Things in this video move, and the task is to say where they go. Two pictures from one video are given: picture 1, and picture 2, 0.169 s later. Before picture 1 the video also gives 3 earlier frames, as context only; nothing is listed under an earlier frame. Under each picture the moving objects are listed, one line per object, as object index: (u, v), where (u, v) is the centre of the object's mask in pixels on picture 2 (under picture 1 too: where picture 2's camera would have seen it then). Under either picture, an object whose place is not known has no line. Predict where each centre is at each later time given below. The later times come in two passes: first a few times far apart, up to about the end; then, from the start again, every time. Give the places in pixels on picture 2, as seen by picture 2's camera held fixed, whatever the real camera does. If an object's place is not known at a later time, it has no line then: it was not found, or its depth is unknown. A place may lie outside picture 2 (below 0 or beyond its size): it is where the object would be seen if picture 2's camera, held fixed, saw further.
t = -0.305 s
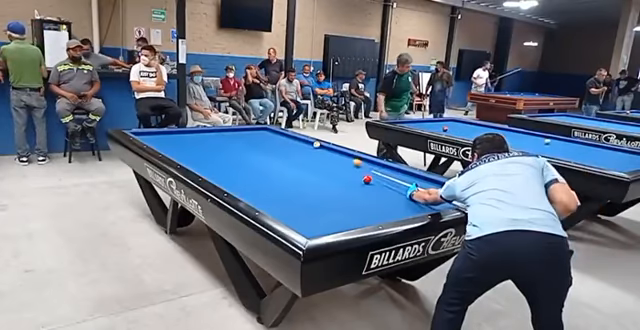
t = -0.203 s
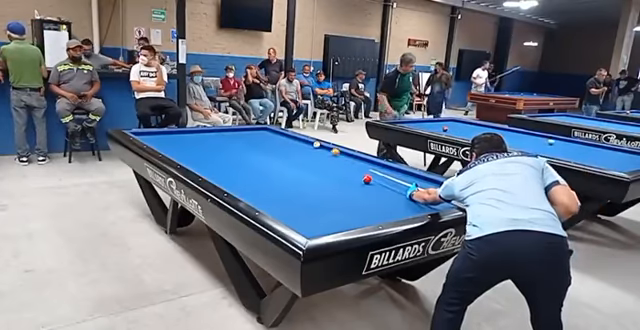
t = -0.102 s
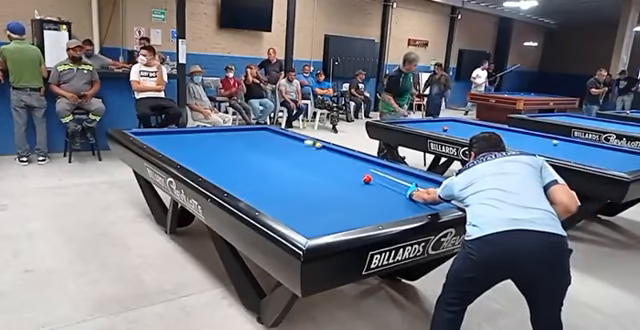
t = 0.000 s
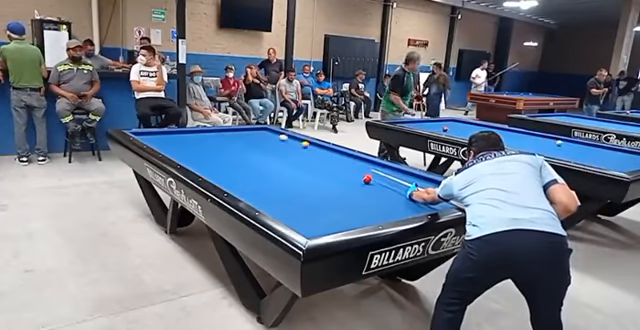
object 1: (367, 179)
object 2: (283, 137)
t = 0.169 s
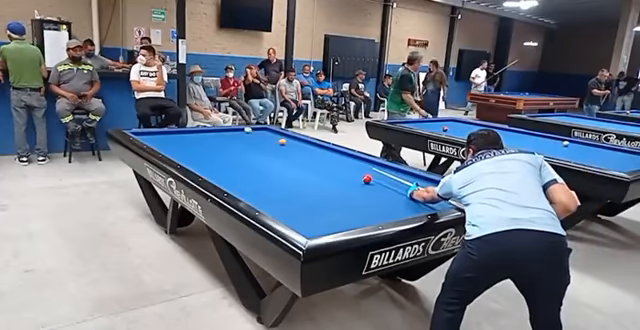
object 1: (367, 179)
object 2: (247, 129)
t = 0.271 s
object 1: (367, 179)
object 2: (245, 131)
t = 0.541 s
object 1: (367, 179)
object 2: (263, 139)
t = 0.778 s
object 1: (367, 179)
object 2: (277, 147)
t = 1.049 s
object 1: (367, 179)
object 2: (296, 158)
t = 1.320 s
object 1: (367, 179)
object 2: (319, 170)
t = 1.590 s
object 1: (367, 179)
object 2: (346, 186)
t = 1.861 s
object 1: (367, 179)
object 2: (381, 204)
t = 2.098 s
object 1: (367, 179)
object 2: (384, 209)
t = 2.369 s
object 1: (367, 179)
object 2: (353, 197)
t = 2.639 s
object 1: (367, 179)
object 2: (328, 188)
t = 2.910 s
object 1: (367, 179)
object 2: (306, 181)
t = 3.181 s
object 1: (367, 179)
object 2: (286, 174)
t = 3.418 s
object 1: (367, 179)
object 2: (271, 168)
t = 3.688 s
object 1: (376, 177)
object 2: (254, 162)
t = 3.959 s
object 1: (386, 178)
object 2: (240, 157)
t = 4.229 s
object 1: (396, 177)
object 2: (226, 153)
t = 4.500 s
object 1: (405, 176)
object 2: (214, 148)
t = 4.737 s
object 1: (413, 176)
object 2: (204, 145)
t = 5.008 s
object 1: (417, 176)
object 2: (194, 141)
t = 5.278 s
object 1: (414, 176)
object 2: (184, 138)
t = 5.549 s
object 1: (411, 177)
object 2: (175, 134)
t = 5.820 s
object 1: (408, 178)
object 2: (166, 131)
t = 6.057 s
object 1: (406, 178)
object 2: (168, 132)
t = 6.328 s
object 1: (402, 178)
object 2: (170, 135)
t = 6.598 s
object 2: (172, 136)
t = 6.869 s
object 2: (175, 138)
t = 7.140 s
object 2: (177, 139)
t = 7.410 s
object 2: (179, 141)
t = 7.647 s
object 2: (181, 143)
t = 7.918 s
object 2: (184, 145)
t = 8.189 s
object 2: (186, 146)
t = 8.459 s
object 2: (188, 148)
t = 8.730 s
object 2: (190, 150)
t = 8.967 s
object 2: (192, 151)
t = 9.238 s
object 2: (194, 153)
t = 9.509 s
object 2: (195, 154)
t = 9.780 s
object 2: (197, 155)
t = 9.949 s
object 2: (197, 156)
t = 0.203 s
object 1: (367, 179)
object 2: (242, 128)
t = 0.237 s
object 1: (367, 179)
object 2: (243, 129)
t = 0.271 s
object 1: (367, 179)
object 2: (245, 131)
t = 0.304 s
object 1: (367, 179)
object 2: (247, 132)
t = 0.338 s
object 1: (367, 179)
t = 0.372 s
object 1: (367, 179)
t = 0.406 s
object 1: (367, 179)
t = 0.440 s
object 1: (367, 179)
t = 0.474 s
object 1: (367, 179)
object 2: (259, 137)
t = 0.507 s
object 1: (367, 179)
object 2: (261, 139)
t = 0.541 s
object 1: (367, 179)
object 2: (263, 139)
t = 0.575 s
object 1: (367, 179)
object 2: (265, 140)
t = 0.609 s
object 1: (367, 179)
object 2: (267, 141)
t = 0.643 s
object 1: (367, 179)
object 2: (268, 143)
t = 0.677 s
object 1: (367, 179)
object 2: (270, 144)
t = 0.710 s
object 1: (367, 179)
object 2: (273, 145)
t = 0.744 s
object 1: (367, 179)
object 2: (275, 146)
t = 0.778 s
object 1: (367, 179)
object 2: (277, 147)
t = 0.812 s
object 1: (367, 179)
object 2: (279, 148)
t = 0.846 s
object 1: (367, 179)
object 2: (281, 150)
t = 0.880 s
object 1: (367, 179)
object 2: (284, 151)
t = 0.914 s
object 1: (367, 179)
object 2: (286, 152)
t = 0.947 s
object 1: (367, 179)
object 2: (288, 153)
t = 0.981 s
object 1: (367, 179)
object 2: (291, 155)
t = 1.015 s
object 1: (367, 179)
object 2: (293, 156)
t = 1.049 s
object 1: (367, 179)
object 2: (296, 158)
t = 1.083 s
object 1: (367, 179)
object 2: (299, 159)
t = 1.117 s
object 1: (367, 179)
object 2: (301, 161)
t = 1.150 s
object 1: (367, 179)
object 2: (304, 162)
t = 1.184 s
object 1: (367, 179)
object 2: (307, 164)
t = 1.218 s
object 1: (367, 179)
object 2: (310, 165)
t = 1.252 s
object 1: (367, 179)
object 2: (313, 167)
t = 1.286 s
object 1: (367, 179)
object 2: (316, 169)
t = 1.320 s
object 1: (367, 179)
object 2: (319, 170)
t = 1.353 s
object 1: (367, 179)
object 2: (321, 172)
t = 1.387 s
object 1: (367, 179)
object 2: (325, 174)
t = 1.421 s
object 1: (367, 179)
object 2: (329, 176)
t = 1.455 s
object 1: (367, 179)
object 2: (332, 178)
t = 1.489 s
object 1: (367, 179)
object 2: (335, 180)
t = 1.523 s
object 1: (367, 179)
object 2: (338, 182)
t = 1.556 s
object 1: (367, 179)
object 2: (343, 184)
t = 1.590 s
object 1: (367, 179)
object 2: (346, 186)
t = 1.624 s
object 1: (367, 179)
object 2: (350, 187)
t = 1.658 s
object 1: (367, 178)
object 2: (355, 190)
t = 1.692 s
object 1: (367, 178)
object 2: (358, 192)
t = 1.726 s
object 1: (367, 179)
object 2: (362, 195)
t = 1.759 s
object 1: (367, 179)
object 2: (367, 197)
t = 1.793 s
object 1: (367, 179)
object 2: (371, 199)
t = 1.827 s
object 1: (367, 179)
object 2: (376, 202)
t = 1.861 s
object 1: (367, 179)
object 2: (381, 204)
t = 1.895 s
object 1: (367, 179)
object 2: (386, 207)
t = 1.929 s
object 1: (367, 179)
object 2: (391, 210)
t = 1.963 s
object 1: (367, 179)
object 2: (396, 211)
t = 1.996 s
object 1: (367, 179)
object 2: (400, 213)
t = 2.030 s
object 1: (367, 179)
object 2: (395, 212)
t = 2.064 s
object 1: (367, 179)
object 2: (389, 210)
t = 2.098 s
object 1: (367, 179)
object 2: (384, 209)
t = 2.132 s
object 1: (367, 179)
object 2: (379, 207)
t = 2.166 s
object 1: (367, 179)
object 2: (375, 205)
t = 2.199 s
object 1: (367, 179)
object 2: (371, 204)
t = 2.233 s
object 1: (367, 179)
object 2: (367, 202)
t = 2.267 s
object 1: (367, 179)
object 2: (363, 201)
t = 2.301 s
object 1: (367, 179)
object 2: (360, 200)
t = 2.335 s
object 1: (367, 179)
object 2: (357, 198)
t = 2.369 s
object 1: (367, 179)
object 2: (353, 197)
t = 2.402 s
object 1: (367, 179)
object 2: (350, 196)
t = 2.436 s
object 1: (367, 179)
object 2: (346, 195)
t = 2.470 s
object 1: (367, 179)
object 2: (343, 194)
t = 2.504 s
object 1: (367, 179)
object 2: (341, 193)
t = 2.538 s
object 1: (367, 179)
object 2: (337, 192)
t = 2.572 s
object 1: (367, 179)
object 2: (334, 191)
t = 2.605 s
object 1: (367, 179)
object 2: (331, 190)
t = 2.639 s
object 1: (367, 179)
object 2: (328, 188)
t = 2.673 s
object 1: (367, 179)
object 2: (325, 187)
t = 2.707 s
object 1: (367, 179)
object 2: (323, 186)
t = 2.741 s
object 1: (367, 179)
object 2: (320, 185)
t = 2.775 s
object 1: (367, 179)
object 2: (317, 185)
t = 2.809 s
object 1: (367, 179)
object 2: (314, 184)
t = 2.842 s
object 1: (367, 179)
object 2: (311, 183)
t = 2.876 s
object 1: (367, 179)
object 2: (309, 182)
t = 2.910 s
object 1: (367, 179)
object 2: (306, 181)
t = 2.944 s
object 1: (367, 179)
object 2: (303, 180)
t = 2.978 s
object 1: (367, 179)
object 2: (301, 180)
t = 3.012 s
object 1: (367, 179)
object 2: (298, 178)
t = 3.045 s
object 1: (367, 179)
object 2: (296, 177)
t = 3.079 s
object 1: (367, 179)
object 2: (294, 176)
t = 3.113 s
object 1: (367, 179)
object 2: (291, 176)
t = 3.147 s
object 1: (367, 179)
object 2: (289, 175)
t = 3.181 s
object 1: (367, 179)
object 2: (286, 174)
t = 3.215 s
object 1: (367, 179)
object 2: (285, 173)
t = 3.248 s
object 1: (367, 179)
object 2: (282, 172)
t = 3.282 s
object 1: (367, 179)
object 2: (279, 171)
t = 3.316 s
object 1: (367, 179)
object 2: (277, 171)
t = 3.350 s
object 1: (367, 179)
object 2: (275, 170)
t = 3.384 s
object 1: (367, 179)
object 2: (273, 169)
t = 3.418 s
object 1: (367, 179)
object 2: (271, 168)
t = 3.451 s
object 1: (367, 179)
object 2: (268, 167)
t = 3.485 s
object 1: (367, 179)
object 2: (266, 167)
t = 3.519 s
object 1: (368, 179)
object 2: (265, 166)
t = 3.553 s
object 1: (370, 179)
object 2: (262, 166)
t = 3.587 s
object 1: (371, 178)
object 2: (260, 165)
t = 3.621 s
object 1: (373, 178)
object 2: (258, 164)
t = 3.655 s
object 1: (374, 178)
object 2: (256, 164)
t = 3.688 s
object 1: (376, 177)
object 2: (254, 162)
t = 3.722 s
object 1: (377, 177)
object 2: (253, 162)
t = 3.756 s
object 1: (379, 178)
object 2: (251, 161)
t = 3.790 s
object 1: (380, 178)
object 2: (249, 161)
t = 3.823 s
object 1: (381, 178)
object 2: (247, 160)
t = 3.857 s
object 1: (382, 178)
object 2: (245, 159)
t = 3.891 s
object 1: (383, 178)
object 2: (243, 158)
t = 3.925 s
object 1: (385, 179)
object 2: (241, 158)
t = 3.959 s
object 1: (386, 178)
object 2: (240, 157)
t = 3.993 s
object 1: (387, 178)
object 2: (238, 157)
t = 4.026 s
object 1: (388, 178)
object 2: (236, 156)
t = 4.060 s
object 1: (390, 178)
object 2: (234, 155)
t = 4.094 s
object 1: (391, 177)
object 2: (233, 155)
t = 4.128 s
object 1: (392, 177)
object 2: (231, 154)
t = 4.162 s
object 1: (393, 177)
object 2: (229, 154)
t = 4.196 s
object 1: (394, 177)
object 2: (228, 153)
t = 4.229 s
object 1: (396, 177)
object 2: (226, 153)
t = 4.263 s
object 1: (396, 177)
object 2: (224, 152)
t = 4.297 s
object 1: (398, 177)
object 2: (223, 151)
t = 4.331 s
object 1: (399, 177)
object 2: (221, 151)
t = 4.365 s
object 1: (400, 177)
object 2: (220, 151)
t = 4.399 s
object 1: (402, 177)
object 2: (218, 150)
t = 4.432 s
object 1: (403, 177)
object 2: (217, 149)
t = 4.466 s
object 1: (404, 177)
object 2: (215, 149)
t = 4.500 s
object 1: (405, 176)
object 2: (214, 148)
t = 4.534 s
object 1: (406, 176)
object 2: (212, 148)
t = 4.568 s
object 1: (407, 176)
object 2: (211, 147)
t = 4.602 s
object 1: (408, 176)
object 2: (210, 147)
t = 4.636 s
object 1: (409, 176)
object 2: (208, 146)
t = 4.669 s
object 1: (411, 176)
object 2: (207, 145)
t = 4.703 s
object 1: (411, 176)
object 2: (205, 145)
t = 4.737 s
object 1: (413, 176)
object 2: (204, 145)
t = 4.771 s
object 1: (414, 176)
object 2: (202, 144)
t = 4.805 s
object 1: (415, 176)
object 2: (201, 144)
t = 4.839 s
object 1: (416, 176)
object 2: (200, 143)
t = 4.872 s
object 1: (417, 175)
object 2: (199, 143)
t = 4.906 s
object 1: (417, 176)
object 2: (197, 142)
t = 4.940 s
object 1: (417, 176)
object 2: (196, 142)
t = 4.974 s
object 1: (417, 176)
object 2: (195, 141)
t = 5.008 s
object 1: (417, 176)
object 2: (194, 141)
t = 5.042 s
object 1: (417, 176)
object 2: (192, 141)
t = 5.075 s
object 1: (417, 176)
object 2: (191, 140)
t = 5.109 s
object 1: (416, 176)
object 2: (190, 140)
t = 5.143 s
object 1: (416, 176)
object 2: (189, 139)
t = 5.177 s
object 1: (415, 176)
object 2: (188, 139)
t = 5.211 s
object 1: (415, 176)
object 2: (186, 139)
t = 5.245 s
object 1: (415, 176)
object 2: (185, 138)
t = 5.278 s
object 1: (414, 176)
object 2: (184, 138)
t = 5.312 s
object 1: (414, 176)
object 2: (183, 137)
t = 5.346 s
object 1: (414, 176)
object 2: (181, 137)
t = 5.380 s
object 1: (413, 177)
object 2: (180, 137)
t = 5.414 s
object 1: (412, 177)
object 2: (179, 136)
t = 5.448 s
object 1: (412, 177)
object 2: (178, 136)
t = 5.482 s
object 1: (412, 177)
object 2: (177, 136)
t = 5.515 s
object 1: (411, 177)
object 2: (176, 135)
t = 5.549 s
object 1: (411, 177)
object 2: (175, 134)
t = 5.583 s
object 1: (410, 177)
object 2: (174, 134)
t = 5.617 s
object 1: (410, 177)
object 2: (173, 134)
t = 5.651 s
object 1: (410, 177)
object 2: (172, 133)
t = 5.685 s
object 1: (409, 178)
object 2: (170, 133)
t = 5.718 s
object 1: (409, 178)
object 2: (169, 133)
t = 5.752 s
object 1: (409, 177)
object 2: (168, 132)
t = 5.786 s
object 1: (408, 178)
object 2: (167, 132)
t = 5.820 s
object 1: (408, 178)
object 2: (166, 131)
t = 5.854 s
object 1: (408, 178)
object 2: (166, 131)
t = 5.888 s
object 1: (407, 178)
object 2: (166, 131)
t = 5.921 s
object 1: (407, 178)
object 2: (166, 132)
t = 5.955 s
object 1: (407, 178)
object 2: (167, 132)
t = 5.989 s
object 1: (406, 178)
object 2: (167, 132)
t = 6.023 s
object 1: (406, 178)
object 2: (167, 132)
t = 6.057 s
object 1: (406, 178)
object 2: (168, 132)
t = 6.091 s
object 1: (405, 178)
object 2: (168, 133)
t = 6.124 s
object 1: (405, 178)
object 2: (168, 133)
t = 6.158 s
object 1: (404, 178)
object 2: (168, 133)
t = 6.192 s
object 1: (404, 178)
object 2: (169, 133)
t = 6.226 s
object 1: (403, 177)
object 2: (169, 133)
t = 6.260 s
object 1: (403, 177)
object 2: (169, 134)
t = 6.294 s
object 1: (403, 177)
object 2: (170, 134)
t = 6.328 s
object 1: (402, 178)
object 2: (170, 135)
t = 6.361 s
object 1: (402, 178)
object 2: (170, 134)
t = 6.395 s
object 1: (402, 178)
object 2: (171, 135)
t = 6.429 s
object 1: (401, 177)
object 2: (171, 135)
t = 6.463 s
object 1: (400, 178)
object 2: (171, 135)
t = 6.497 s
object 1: (400, 177)
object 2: (172, 135)
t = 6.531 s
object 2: (172, 136)
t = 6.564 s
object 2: (172, 136)
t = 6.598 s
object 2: (172, 136)
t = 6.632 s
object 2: (173, 136)
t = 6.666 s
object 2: (173, 136)
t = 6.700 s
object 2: (173, 137)
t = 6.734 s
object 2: (173, 137)
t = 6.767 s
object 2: (174, 137)
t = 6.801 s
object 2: (174, 137)
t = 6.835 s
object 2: (174, 137)
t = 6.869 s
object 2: (175, 138)
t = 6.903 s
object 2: (175, 138)
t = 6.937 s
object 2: (175, 138)
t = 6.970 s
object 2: (176, 138)
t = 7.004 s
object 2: (176, 139)
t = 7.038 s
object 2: (176, 139)
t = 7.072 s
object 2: (177, 139)
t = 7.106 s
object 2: (177, 139)
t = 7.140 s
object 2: (177, 139)
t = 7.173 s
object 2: (178, 139)
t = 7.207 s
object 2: (178, 140)
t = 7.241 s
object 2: (178, 140)
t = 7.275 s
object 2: (178, 140)
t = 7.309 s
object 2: (178, 140)
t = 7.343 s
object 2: (179, 141)
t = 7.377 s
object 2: (179, 141)
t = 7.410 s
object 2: (179, 141)
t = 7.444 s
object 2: (180, 141)
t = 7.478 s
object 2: (180, 142)
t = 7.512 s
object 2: (180, 142)
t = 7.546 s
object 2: (180, 142)
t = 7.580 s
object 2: (181, 142)
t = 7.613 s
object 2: (181, 143)
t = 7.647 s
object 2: (181, 143)
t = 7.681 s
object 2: (182, 143)
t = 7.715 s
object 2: (182, 143)
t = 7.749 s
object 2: (182, 143)
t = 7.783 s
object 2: (183, 144)
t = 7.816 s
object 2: (183, 144)
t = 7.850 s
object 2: (183, 144)
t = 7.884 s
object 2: (183, 144)
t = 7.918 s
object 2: (184, 145)
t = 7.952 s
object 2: (184, 145)
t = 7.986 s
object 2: (184, 145)
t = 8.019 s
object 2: (184, 145)
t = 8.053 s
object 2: (185, 146)
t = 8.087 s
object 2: (185, 146)
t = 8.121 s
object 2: (185, 146)
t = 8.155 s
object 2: (186, 146)
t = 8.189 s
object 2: (186, 146)
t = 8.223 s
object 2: (186, 147)
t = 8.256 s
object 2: (186, 147)
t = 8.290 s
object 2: (187, 147)
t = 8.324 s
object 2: (187, 147)
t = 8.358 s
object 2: (187, 147)
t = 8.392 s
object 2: (188, 148)
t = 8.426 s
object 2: (188, 148)
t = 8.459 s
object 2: (188, 148)
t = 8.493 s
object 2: (188, 148)
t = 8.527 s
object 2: (189, 148)
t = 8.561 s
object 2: (189, 149)
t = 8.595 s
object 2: (189, 149)
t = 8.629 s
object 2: (189, 149)
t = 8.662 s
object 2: (189, 149)
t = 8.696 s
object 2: (190, 149)
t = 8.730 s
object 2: (190, 150)
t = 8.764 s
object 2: (190, 150)
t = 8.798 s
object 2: (191, 150)
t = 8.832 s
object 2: (191, 150)
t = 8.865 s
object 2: (191, 150)
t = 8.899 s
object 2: (191, 151)
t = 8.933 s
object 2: (191, 151)
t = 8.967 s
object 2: (192, 151)
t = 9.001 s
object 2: (192, 151)
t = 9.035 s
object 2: (192, 152)
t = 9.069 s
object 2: (192, 152)
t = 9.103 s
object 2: (193, 152)
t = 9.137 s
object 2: (193, 152)
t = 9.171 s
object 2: (193, 152)
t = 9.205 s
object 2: (193, 152)
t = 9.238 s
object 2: (194, 153)
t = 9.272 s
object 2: (194, 153)
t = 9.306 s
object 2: (194, 153)
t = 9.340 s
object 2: (194, 153)
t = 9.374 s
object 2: (194, 153)
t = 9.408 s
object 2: (195, 153)
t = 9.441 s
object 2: (195, 153)
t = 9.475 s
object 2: (195, 154)
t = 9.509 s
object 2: (195, 154)
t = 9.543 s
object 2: (195, 154)
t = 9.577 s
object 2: (195, 154)
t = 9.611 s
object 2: (195, 154)
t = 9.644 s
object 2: (195, 155)
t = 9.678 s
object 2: (196, 155)
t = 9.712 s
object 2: (196, 155)
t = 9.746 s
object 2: (197, 155)
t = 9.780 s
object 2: (197, 155)
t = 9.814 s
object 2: (197, 155)
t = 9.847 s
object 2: (197, 156)
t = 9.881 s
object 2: (197, 156)
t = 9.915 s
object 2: (197, 156)
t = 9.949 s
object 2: (197, 156)
